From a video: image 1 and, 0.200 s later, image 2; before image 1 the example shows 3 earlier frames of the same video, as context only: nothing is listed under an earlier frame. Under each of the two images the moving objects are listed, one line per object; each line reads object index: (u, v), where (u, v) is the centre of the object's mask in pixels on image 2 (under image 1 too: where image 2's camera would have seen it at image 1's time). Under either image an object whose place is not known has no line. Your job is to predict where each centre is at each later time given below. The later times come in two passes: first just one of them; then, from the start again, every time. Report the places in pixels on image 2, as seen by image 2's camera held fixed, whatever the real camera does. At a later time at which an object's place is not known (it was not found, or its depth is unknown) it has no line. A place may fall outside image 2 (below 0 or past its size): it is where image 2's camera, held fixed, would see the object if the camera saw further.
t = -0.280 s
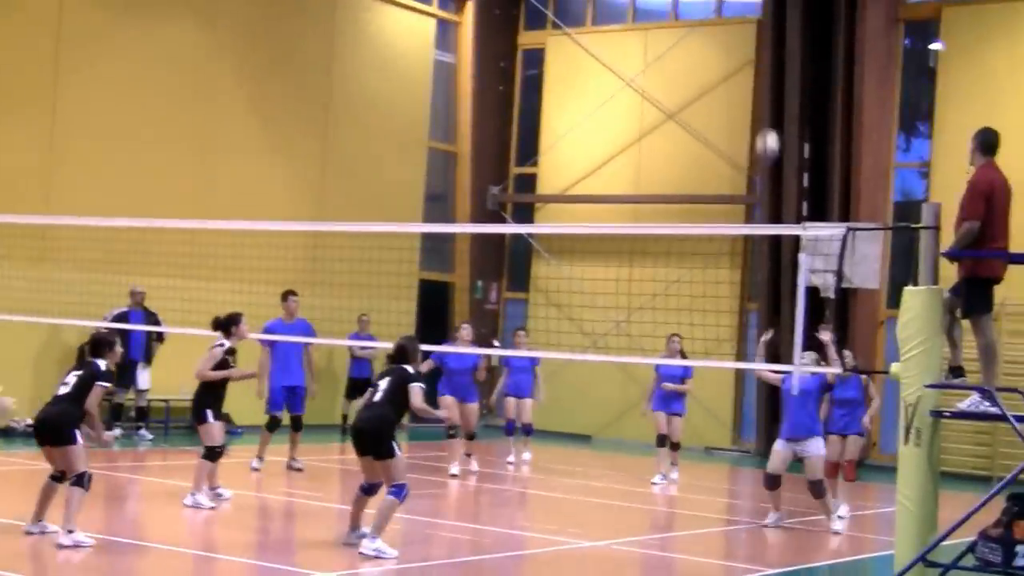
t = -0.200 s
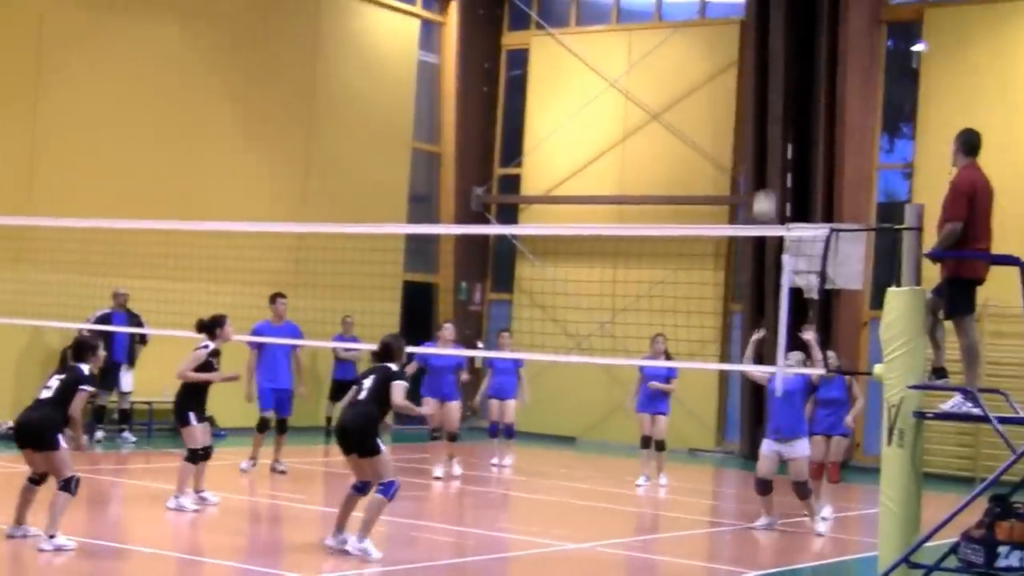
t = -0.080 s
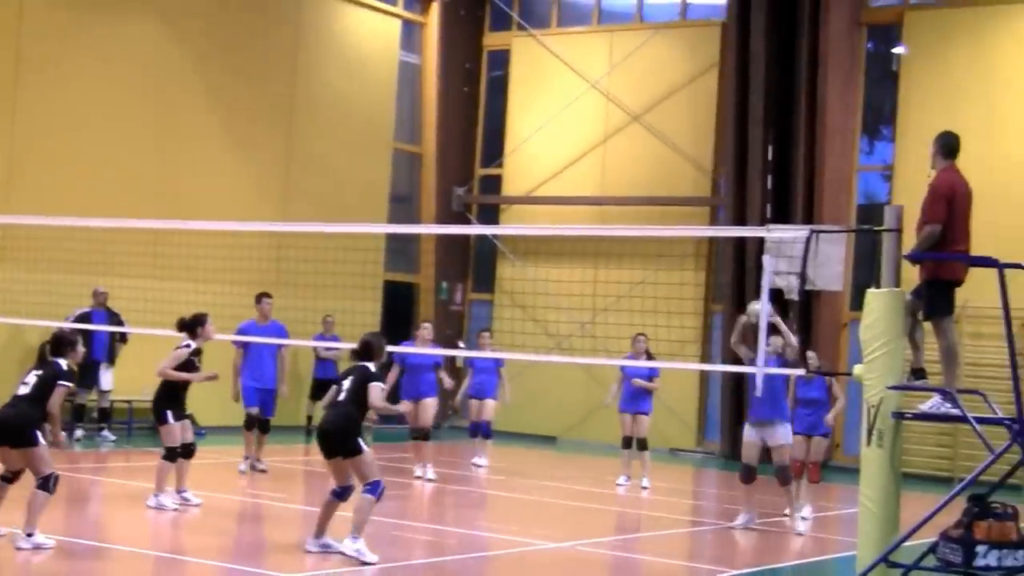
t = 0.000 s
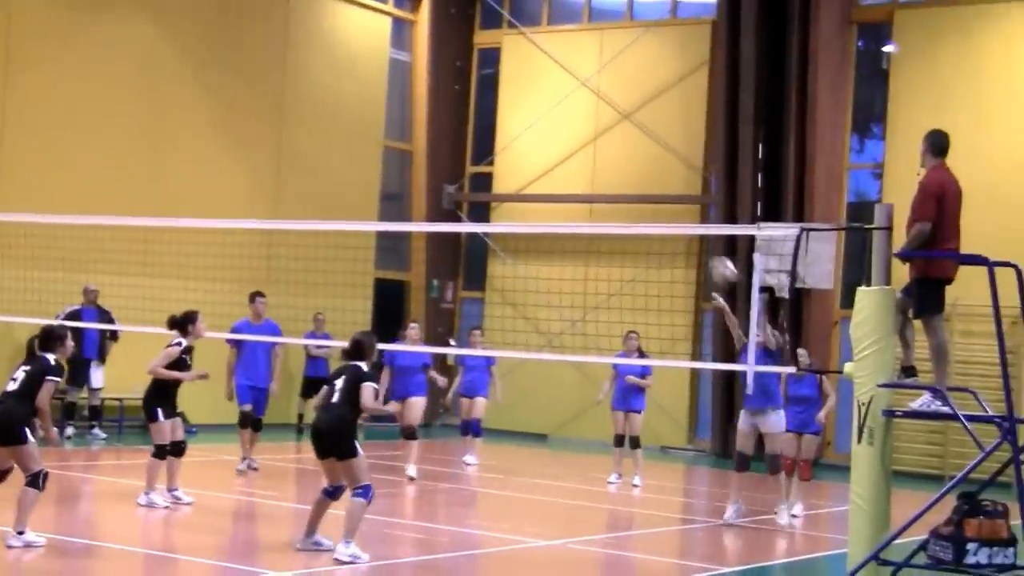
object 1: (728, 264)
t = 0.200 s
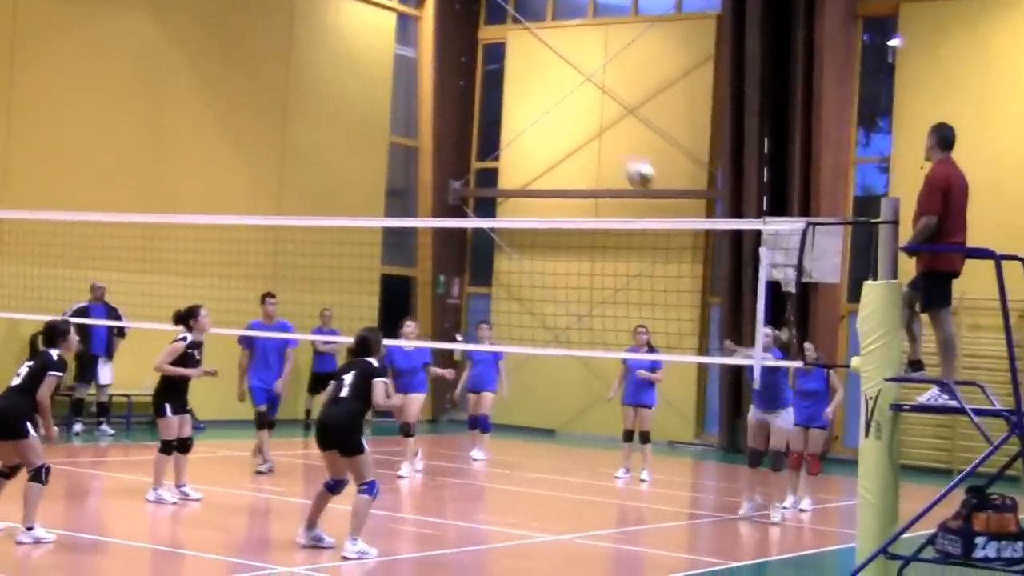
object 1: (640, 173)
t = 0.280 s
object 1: (599, 145)
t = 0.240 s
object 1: (620, 159)
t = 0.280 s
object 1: (599, 145)
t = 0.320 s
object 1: (577, 135)
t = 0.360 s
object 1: (556, 127)
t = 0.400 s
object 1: (533, 122)
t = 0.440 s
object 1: (508, 122)
